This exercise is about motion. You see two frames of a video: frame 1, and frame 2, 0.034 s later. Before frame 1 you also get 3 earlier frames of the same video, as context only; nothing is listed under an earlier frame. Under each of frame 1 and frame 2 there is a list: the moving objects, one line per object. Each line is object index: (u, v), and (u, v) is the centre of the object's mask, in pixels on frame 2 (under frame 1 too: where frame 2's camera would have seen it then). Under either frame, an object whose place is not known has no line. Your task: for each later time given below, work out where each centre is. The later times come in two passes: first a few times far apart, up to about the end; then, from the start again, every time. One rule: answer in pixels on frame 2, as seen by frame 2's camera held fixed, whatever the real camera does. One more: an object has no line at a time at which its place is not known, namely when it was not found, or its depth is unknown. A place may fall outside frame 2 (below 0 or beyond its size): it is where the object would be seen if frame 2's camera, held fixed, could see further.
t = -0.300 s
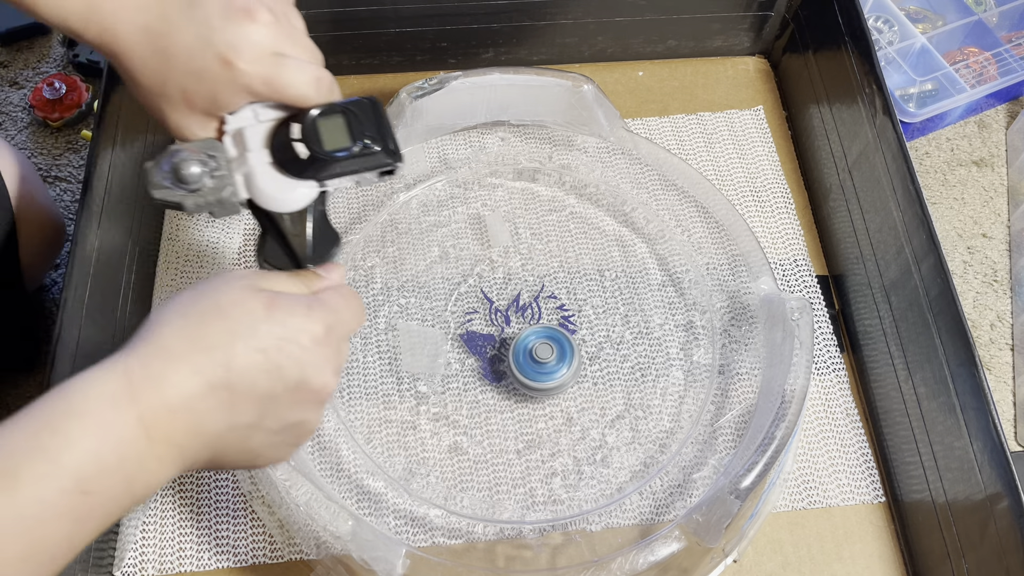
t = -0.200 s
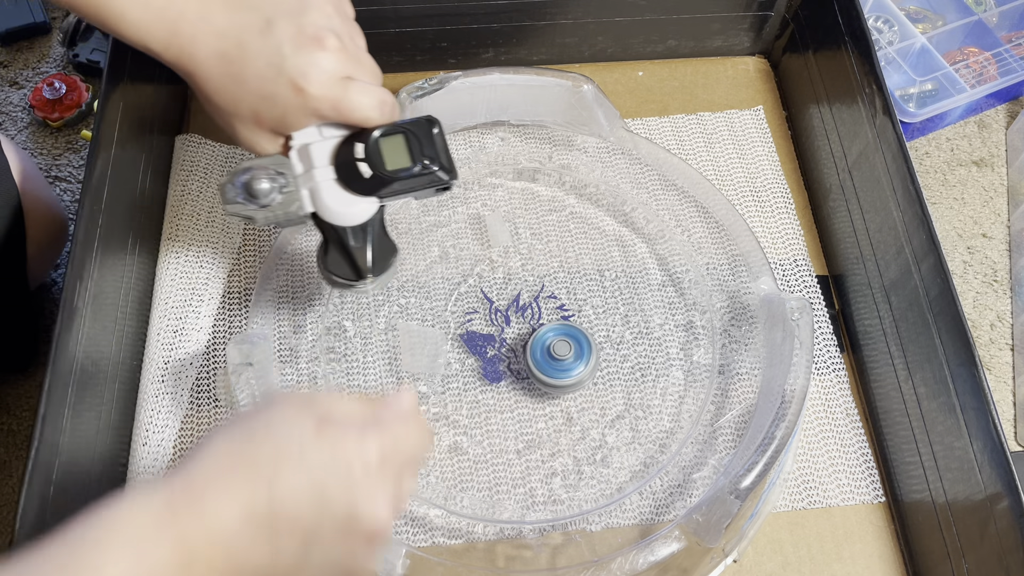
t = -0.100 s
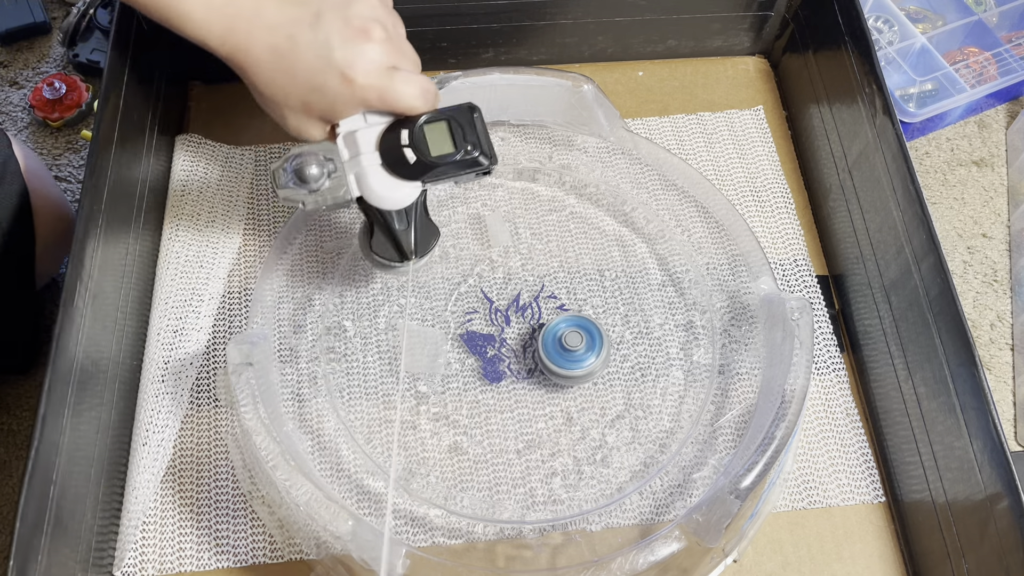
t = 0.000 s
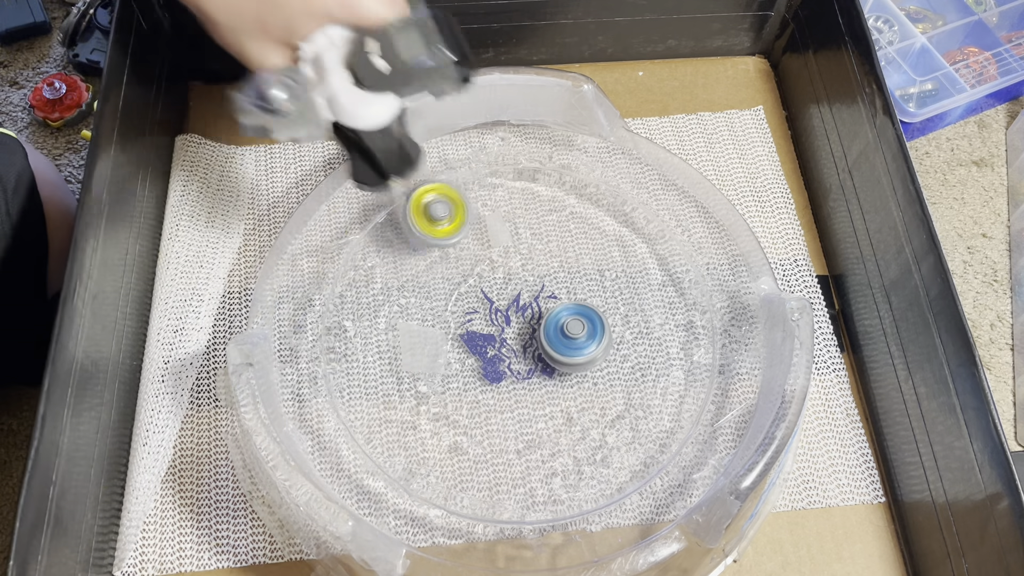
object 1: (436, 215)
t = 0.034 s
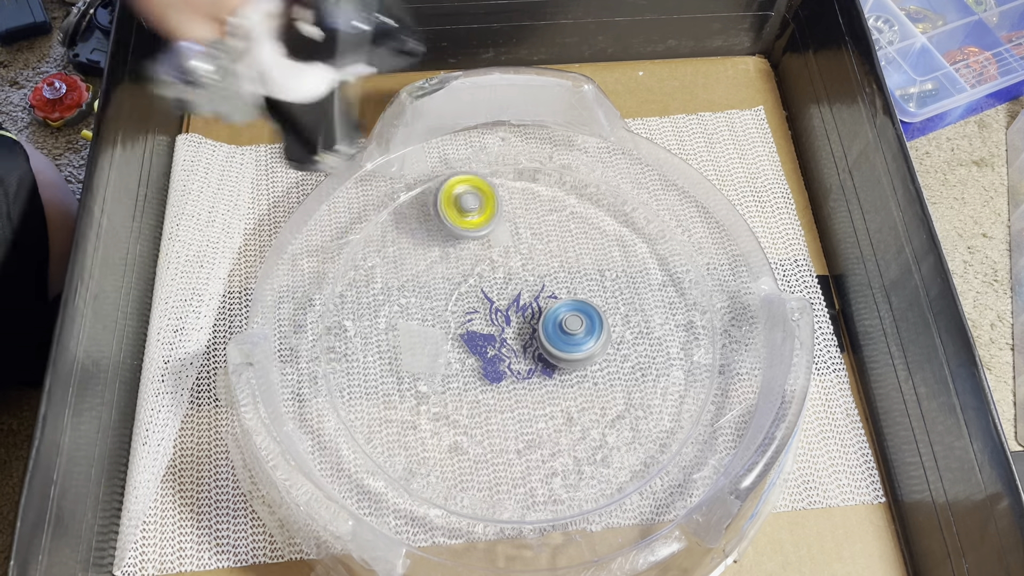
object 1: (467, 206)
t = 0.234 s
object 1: (592, 176)
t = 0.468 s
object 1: (594, 228)
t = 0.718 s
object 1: (566, 280)
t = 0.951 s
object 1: (618, 272)
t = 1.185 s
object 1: (645, 184)
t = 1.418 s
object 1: (651, 159)
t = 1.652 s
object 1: (654, 179)
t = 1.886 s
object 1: (606, 241)
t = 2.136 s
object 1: (653, 362)
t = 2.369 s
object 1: (707, 315)
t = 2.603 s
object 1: (652, 273)
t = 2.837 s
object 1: (546, 338)
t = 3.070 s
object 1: (601, 471)
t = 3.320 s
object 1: (690, 395)
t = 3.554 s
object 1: (557, 305)
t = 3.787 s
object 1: (447, 437)
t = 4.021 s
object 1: (558, 501)
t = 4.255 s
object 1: (619, 377)
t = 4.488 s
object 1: (555, 320)
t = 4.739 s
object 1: (359, 389)
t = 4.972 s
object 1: (465, 497)
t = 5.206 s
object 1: (627, 428)
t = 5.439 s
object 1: (596, 287)
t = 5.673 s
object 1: (400, 314)
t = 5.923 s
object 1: (438, 490)
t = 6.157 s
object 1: (635, 411)
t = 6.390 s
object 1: (660, 266)
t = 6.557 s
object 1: (521, 198)
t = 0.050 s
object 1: (483, 204)
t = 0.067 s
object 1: (496, 204)
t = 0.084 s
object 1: (509, 200)
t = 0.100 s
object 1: (521, 198)
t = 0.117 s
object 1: (532, 195)
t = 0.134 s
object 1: (543, 191)
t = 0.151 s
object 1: (555, 189)
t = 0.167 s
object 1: (564, 185)
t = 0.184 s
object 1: (573, 181)
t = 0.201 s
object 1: (581, 179)
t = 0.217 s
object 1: (588, 175)
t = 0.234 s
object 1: (592, 176)
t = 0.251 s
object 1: (594, 181)
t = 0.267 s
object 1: (595, 186)
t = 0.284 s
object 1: (597, 190)
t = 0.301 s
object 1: (597, 194)
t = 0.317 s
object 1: (599, 198)
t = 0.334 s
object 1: (598, 201)
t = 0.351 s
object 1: (599, 205)
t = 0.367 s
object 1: (599, 208)
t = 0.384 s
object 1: (599, 212)
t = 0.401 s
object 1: (598, 215)
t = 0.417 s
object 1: (598, 218)
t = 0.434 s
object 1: (597, 221)
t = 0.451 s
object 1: (596, 225)
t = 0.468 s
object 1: (594, 228)
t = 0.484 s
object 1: (592, 232)
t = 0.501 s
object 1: (590, 235)
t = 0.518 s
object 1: (588, 238)
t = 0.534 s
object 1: (586, 242)
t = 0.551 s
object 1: (584, 245)
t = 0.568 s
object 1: (581, 249)
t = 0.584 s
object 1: (580, 252)
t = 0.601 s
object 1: (578, 256)
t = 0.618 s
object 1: (575, 259)
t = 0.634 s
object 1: (573, 264)
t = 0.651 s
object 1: (571, 266)
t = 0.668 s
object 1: (570, 271)
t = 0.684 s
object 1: (568, 273)
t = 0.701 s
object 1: (567, 277)
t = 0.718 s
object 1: (566, 280)
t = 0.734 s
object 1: (565, 283)
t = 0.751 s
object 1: (565, 286)
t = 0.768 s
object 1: (566, 288)
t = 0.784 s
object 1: (567, 291)
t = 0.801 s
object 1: (569, 293)
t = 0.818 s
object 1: (571, 295)
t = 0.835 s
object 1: (573, 297)
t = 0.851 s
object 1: (576, 299)
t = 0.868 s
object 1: (579, 299)
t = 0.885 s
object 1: (584, 300)
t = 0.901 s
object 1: (590, 296)
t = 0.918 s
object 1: (599, 289)
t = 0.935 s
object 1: (609, 280)
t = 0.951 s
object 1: (618, 272)
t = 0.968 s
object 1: (627, 264)
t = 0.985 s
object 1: (637, 255)
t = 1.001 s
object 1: (644, 245)
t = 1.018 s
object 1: (652, 235)
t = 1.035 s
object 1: (659, 226)
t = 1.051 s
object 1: (663, 217)
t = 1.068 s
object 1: (660, 211)
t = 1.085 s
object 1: (657, 206)
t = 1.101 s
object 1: (654, 204)
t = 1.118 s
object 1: (652, 200)
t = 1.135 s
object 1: (650, 195)
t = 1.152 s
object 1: (649, 191)
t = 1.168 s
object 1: (647, 187)
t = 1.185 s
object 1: (645, 184)
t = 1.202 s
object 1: (645, 180)
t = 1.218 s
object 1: (643, 177)
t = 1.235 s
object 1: (642, 175)
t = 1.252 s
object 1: (641, 173)
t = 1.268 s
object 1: (641, 171)
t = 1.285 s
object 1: (641, 169)
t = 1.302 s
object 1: (641, 167)
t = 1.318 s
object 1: (642, 166)
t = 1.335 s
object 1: (643, 165)
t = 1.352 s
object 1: (643, 164)
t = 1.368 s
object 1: (645, 162)
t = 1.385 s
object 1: (646, 161)
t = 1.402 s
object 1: (649, 160)
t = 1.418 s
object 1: (651, 159)
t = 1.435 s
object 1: (653, 159)
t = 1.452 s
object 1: (654, 159)
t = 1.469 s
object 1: (654, 160)
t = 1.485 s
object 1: (654, 161)
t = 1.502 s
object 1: (653, 162)
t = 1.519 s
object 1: (653, 164)
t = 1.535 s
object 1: (653, 165)
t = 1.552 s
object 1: (653, 168)
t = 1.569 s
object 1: (653, 169)
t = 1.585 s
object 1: (653, 172)
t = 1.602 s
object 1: (653, 173)
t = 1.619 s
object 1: (654, 175)
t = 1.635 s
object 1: (654, 177)
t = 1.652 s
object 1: (654, 179)
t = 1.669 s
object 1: (654, 182)
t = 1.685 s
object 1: (652, 183)
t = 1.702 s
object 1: (651, 186)
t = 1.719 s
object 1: (650, 188)
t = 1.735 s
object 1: (647, 191)
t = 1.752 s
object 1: (645, 194)
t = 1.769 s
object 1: (641, 198)
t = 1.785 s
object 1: (638, 202)
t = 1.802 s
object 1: (633, 208)
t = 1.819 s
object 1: (628, 213)
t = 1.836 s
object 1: (624, 219)
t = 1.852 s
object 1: (619, 227)
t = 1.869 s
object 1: (613, 234)
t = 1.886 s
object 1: (606, 241)
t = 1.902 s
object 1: (598, 250)
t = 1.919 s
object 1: (591, 259)
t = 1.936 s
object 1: (585, 270)
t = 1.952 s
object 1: (580, 279)
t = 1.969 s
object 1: (575, 291)
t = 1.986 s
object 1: (571, 303)
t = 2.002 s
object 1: (568, 314)
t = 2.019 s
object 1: (566, 325)
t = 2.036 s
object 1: (573, 332)
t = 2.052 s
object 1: (584, 339)
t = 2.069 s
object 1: (598, 345)
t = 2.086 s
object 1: (611, 351)
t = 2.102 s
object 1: (626, 355)
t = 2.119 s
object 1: (639, 359)
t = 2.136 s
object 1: (653, 362)
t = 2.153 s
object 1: (667, 363)
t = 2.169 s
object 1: (681, 364)
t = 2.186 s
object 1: (694, 363)
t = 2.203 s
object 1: (705, 362)
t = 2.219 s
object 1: (711, 356)
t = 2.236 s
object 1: (711, 352)
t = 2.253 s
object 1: (710, 345)
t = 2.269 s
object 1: (709, 342)
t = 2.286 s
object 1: (710, 338)
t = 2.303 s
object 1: (710, 332)
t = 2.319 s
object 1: (710, 328)
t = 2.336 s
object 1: (709, 324)
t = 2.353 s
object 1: (708, 319)
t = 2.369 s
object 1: (707, 315)
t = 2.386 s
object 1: (706, 311)
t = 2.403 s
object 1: (705, 307)
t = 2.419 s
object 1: (704, 303)
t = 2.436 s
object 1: (704, 299)
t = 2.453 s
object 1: (703, 296)
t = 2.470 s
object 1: (701, 291)
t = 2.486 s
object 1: (700, 287)
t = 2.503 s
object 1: (697, 284)
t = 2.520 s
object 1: (693, 280)
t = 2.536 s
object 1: (688, 278)
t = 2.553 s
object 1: (681, 276)
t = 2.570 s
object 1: (673, 275)
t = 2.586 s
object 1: (663, 273)
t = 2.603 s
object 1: (652, 273)
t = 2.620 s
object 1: (638, 273)
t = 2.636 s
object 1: (624, 276)
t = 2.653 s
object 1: (610, 279)
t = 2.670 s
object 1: (596, 284)
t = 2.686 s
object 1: (582, 289)
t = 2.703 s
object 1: (574, 293)
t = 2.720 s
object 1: (571, 294)
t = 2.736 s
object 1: (568, 296)
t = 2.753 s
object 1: (565, 300)
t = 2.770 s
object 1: (561, 305)
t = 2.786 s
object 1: (557, 312)
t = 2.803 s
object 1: (553, 320)
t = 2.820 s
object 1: (549, 328)
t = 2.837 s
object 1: (546, 338)
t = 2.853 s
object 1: (544, 348)
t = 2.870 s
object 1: (542, 359)
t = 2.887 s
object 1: (542, 370)
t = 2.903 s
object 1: (542, 381)
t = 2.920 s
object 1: (543, 393)
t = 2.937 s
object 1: (546, 404)
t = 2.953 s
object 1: (550, 415)
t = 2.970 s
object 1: (553, 426)
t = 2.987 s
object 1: (559, 435)
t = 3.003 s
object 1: (566, 445)
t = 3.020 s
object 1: (573, 453)
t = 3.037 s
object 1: (581, 459)
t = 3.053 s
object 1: (591, 465)
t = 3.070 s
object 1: (601, 471)
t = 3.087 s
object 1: (611, 476)
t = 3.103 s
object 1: (623, 480)
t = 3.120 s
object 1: (631, 473)
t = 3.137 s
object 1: (636, 466)
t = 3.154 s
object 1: (641, 460)
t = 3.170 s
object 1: (647, 455)
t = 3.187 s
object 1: (653, 446)
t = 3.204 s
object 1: (657, 440)
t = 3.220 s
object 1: (662, 433)
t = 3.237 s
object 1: (668, 427)
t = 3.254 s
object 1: (673, 419)
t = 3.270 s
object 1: (677, 414)
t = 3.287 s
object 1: (682, 408)
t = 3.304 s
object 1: (685, 402)
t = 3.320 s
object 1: (690, 395)
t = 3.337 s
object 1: (692, 388)
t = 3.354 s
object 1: (692, 380)
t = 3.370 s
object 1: (690, 372)
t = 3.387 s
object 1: (685, 362)
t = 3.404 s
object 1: (679, 353)
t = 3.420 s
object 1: (670, 344)
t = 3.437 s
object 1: (660, 337)
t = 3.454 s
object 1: (648, 328)
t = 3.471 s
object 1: (634, 321)
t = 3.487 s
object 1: (619, 316)
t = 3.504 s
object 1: (604, 311)
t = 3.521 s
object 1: (587, 307)
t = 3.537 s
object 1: (571, 305)
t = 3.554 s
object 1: (557, 305)
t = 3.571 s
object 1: (549, 308)
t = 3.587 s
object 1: (541, 314)
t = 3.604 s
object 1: (530, 320)
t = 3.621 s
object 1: (519, 327)
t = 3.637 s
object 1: (508, 335)
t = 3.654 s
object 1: (499, 344)
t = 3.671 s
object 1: (488, 353)
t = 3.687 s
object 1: (479, 364)
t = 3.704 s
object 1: (470, 375)
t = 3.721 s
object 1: (464, 386)
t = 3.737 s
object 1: (457, 399)
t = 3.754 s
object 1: (451, 412)
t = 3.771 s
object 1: (448, 425)
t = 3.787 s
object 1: (447, 437)
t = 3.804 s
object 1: (447, 450)
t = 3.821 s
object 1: (447, 464)
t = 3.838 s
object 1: (450, 476)
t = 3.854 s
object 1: (454, 489)
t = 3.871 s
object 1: (461, 500)
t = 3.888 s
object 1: (472, 500)
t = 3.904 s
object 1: (484, 501)
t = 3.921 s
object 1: (495, 501)
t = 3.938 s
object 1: (507, 501)
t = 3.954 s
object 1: (519, 501)
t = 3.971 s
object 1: (529, 501)
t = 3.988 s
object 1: (538, 501)
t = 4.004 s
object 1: (548, 502)
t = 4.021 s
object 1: (558, 501)
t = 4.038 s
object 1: (568, 502)
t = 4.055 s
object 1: (577, 496)
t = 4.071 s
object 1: (585, 490)
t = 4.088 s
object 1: (593, 484)
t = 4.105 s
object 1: (601, 478)
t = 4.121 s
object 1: (610, 471)
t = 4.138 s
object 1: (616, 463)
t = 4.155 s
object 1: (622, 454)
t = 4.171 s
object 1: (626, 444)
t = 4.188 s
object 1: (629, 432)
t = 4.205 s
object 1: (629, 418)
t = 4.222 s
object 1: (628, 404)
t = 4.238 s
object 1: (624, 391)
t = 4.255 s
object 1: (619, 377)
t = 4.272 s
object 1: (615, 367)
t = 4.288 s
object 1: (622, 365)
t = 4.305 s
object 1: (626, 363)
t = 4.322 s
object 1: (630, 360)
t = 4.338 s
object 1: (631, 357)
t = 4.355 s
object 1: (630, 354)
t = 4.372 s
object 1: (627, 350)
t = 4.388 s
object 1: (623, 346)
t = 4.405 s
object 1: (615, 341)
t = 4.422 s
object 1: (606, 336)
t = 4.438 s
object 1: (596, 332)
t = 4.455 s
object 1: (583, 327)
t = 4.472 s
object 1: (569, 323)
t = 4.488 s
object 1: (555, 320)
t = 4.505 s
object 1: (540, 318)
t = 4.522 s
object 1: (524, 316)
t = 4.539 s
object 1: (507, 316)
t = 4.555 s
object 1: (490, 317)
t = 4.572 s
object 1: (476, 318)
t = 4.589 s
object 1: (461, 320)
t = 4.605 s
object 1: (445, 324)
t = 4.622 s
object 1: (431, 328)
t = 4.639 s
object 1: (418, 334)
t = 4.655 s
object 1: (406, 340)
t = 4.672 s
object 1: (394, 348)
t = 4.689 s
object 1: (385, 357)
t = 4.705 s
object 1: (375, 367)
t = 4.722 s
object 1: (366, 377)
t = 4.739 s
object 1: (359, 389)
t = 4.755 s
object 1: (353, 400)
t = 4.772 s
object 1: (348, 414)
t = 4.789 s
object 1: (354, 422)
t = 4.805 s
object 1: (364, 429)
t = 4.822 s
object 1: (375, 438)
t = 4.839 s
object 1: (386, 447)
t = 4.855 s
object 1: (396, 454)
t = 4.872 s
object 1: (406, 461)
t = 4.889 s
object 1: (415, 470)
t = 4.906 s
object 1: (424, 477)
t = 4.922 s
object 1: (432, 483)
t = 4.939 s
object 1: (442, 490)
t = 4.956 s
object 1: (452, 494)
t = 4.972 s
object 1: (465, 497)
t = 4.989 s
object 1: (478, 498)
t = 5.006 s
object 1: (491, 499)
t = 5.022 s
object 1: (503, 497)
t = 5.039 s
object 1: (515, 494)
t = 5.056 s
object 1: (528, 489)
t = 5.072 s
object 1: (540, 482)
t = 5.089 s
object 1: (551, 474)
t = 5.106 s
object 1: (561, 463)
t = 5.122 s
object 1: (571, 450)
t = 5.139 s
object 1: (579, 437)
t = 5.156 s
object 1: (587, 430)
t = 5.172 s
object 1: (602, 431)
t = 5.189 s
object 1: (615, 430)
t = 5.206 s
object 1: (627, 428)
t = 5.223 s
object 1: (637, 424)
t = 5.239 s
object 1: (645, 418)
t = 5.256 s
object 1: (652, 409)
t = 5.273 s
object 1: (655, 401)
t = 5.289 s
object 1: (658, 392)
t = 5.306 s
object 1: (658, 381)
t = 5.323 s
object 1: (656, 369)
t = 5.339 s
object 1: (653, 357)
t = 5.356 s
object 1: (648, 344)
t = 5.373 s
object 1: (640, 331)
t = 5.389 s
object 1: (632, 319)
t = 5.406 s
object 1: (621, 307)
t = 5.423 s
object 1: (609, 296)
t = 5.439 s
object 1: (596, 287)
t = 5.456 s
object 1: (582, 278)
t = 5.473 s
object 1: (567, 271)
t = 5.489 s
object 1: (552, 264)
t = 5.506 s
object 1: (537, 260)
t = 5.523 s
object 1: (525, 262)
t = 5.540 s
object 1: (512, 267)
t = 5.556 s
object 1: (499, 269)
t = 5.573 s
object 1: (485, 273)
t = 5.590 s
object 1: (470, 277)
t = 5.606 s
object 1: (455, 283)
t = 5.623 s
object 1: (441, 289)
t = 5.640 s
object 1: (427, 296)
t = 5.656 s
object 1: (413, 304)
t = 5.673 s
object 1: (400, 314)
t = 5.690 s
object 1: (389, 325)
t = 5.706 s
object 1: (380, 336)
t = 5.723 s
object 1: (372, 348)
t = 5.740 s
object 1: (364, 362)
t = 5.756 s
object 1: (359, 376)
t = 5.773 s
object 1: (355, 391)
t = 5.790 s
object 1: (353, 405)
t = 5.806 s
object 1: (352, 420)
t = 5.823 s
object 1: (361, 431)
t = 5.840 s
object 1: (373, 442)
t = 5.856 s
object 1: (384, 453)
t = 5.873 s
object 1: (396, 463)
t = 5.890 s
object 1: (409, 474)
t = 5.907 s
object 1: (423, 483)
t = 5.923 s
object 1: (438, 490)
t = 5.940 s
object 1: (454, 495)
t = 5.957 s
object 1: (471, 499)
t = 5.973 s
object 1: (487, 500)
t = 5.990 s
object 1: (504, 499)
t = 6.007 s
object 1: (520, 497)
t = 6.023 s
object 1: (535, 492)
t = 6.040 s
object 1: (549, 486)
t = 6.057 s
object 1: (564, 477)
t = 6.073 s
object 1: (577, 466)
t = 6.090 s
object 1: (588, 454)
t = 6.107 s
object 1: (599, 440)
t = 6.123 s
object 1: (607, 425)
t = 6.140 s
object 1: (614, 412)
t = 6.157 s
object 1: (635, 411)
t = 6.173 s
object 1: (654, 409)
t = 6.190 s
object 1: (673, 407)
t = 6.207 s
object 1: (689, 402)
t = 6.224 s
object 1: (703, 397)
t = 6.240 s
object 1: (705, 386)
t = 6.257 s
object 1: (704, 374)
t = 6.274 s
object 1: (702, 362)
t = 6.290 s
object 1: (699, 349)
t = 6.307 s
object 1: (695, 334)
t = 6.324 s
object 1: (691, 320)
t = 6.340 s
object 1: (685, 305)
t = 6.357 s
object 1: (678, 292)
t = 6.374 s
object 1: (669, 278)
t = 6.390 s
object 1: (660, 266)
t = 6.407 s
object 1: (649, 254)
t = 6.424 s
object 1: (638, 243)
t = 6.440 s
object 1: (625, 233)
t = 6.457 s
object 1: (612, 225)
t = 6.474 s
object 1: (598, 217)
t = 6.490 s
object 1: (584, 211)
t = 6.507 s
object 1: (568, 206)
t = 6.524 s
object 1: (553, 202)
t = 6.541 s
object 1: (537, 200)
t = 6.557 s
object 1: (521, 198)
